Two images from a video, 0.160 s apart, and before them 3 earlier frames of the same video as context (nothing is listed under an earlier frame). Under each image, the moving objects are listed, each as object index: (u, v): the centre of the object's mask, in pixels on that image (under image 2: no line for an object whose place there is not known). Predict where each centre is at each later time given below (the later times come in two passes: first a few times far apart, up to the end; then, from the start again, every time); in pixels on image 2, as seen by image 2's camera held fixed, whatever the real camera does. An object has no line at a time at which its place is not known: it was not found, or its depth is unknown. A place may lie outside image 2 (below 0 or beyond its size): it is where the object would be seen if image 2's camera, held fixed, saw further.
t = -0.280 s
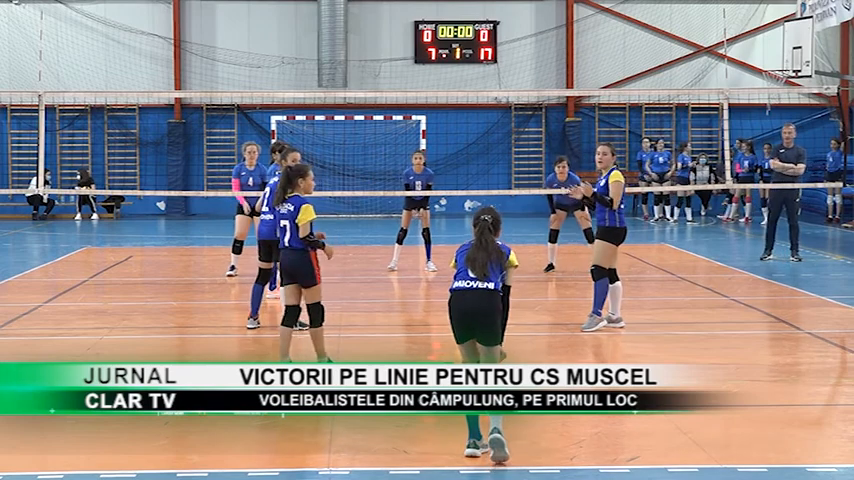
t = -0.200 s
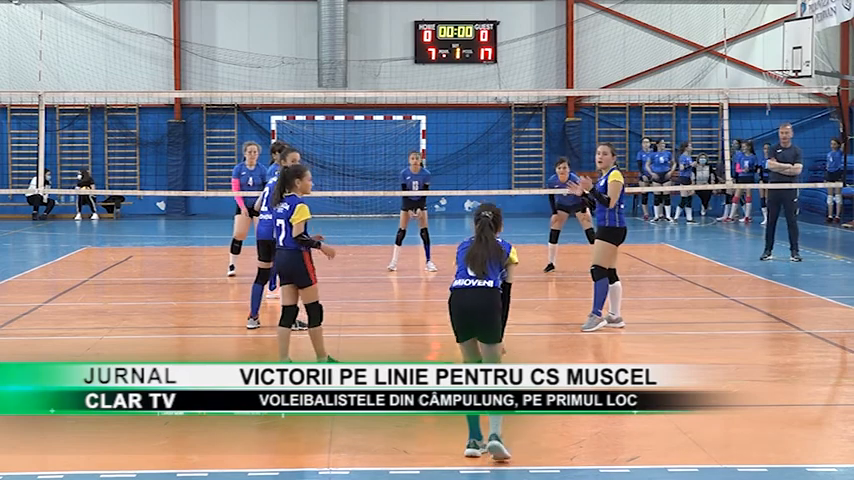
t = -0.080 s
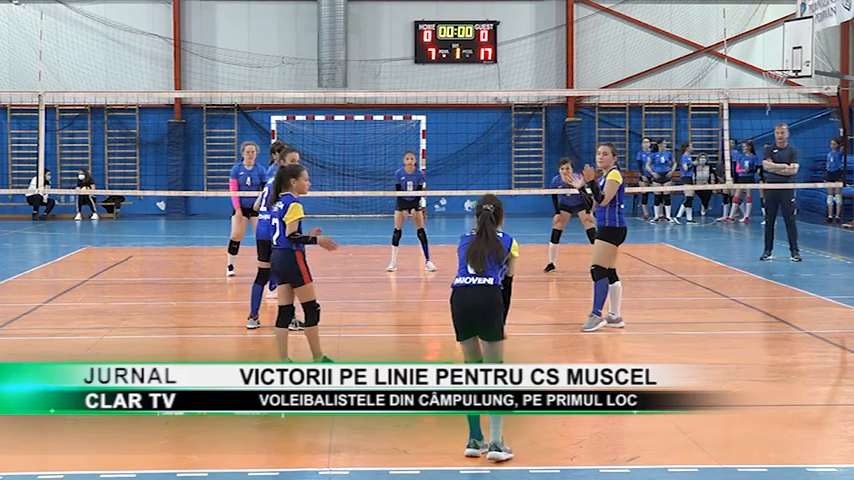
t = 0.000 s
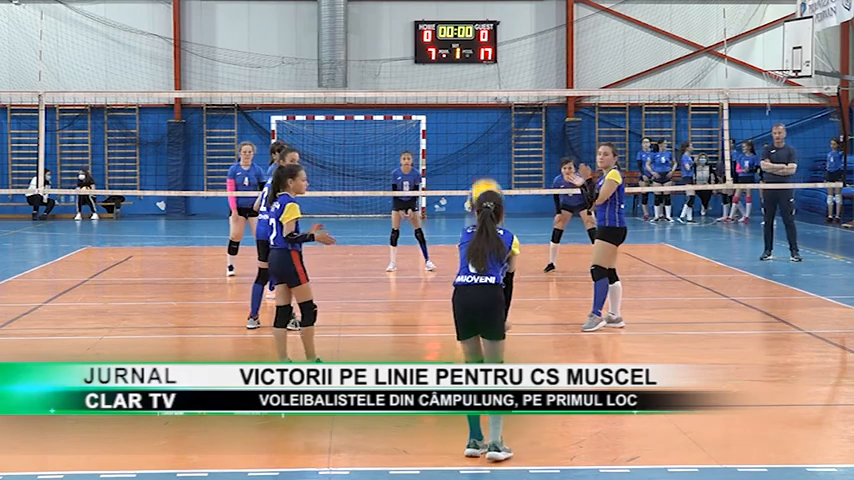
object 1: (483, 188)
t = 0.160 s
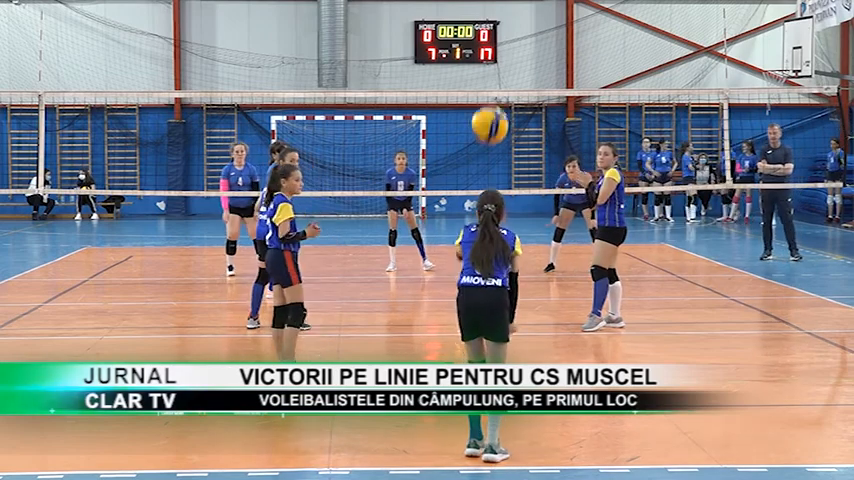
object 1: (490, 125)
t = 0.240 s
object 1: (491, 103)
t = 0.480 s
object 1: (497, 105)
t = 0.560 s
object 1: (499, 128)
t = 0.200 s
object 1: (491, 113)
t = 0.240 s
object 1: (491, 103)
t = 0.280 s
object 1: (493, 96)
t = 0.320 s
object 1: (493, 93)
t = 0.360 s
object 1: (494, 92)
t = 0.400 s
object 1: (495, 93)
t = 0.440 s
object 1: (496, 98)
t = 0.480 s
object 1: (497, 105)
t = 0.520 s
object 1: (498, 116)
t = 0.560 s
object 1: (499, 128)
